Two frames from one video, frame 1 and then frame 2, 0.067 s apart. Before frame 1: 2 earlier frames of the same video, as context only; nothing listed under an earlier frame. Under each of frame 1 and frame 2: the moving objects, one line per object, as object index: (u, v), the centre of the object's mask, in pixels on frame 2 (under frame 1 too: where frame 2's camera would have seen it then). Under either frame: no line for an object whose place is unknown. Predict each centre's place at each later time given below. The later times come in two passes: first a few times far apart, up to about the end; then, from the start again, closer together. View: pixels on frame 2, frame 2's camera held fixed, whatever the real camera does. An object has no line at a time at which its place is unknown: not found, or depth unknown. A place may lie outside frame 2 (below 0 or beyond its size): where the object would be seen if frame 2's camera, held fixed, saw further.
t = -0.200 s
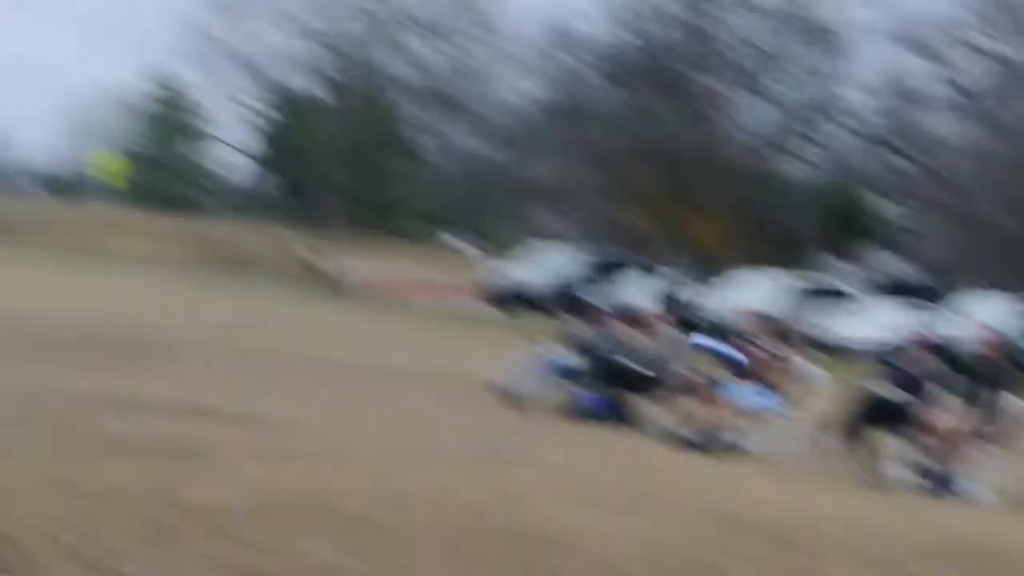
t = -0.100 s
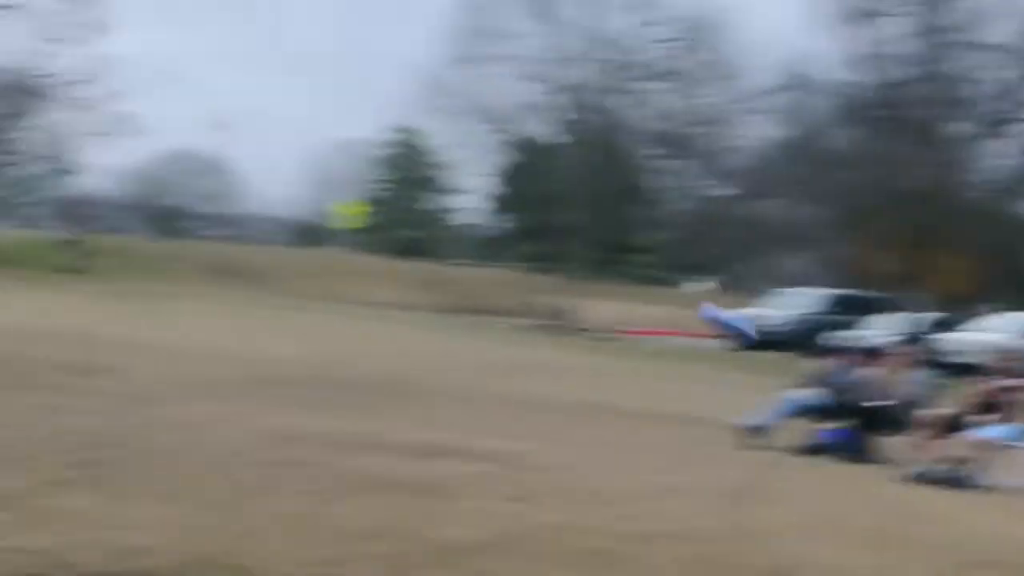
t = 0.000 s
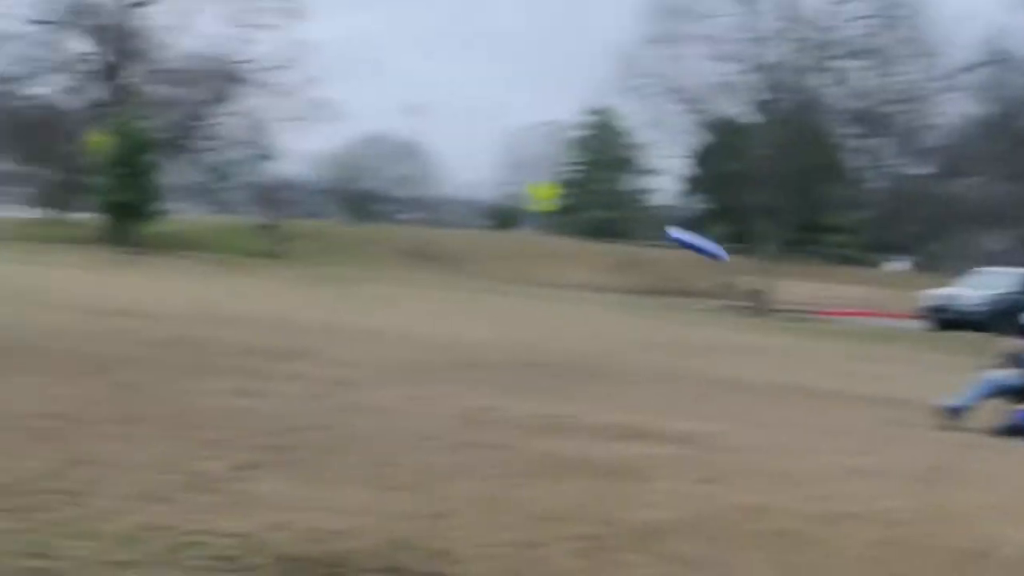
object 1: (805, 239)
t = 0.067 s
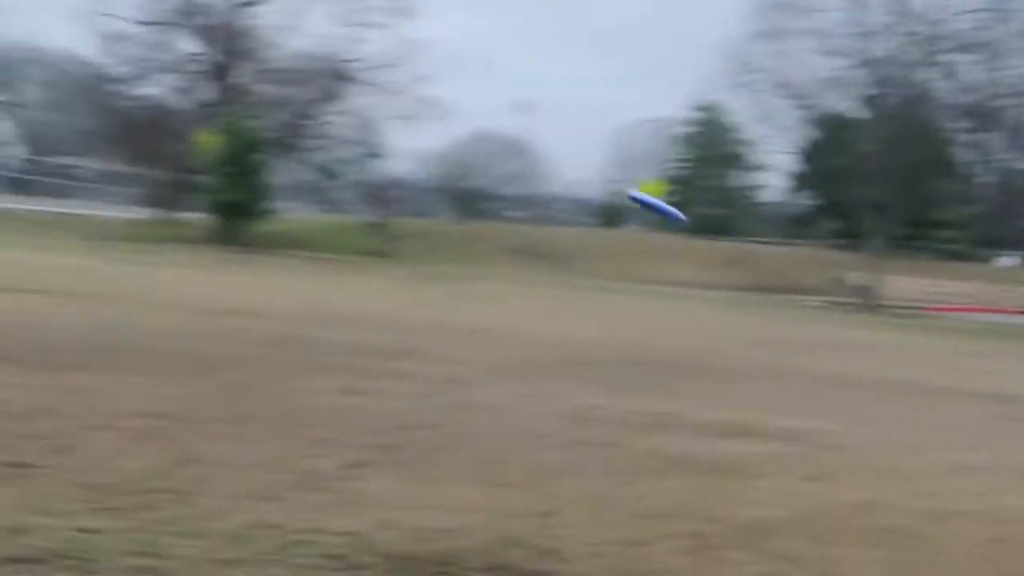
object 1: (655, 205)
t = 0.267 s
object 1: (242, 109)
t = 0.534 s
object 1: (-267, 2)
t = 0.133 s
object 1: (514, 172)
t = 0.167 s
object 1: (446, 158)
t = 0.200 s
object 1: (374, 140)
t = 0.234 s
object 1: (308, 124)
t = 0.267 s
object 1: (242, 109)
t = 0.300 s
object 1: (177, 94)
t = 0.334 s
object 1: (111, 78)
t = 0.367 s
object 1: (45, 63)
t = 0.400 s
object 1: (-16, 51)
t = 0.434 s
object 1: (-78, 38)
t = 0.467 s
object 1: (-145, 25)
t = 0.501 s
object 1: (-206, 12)
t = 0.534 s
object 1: (-267, 2)
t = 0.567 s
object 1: (-331, -8)
